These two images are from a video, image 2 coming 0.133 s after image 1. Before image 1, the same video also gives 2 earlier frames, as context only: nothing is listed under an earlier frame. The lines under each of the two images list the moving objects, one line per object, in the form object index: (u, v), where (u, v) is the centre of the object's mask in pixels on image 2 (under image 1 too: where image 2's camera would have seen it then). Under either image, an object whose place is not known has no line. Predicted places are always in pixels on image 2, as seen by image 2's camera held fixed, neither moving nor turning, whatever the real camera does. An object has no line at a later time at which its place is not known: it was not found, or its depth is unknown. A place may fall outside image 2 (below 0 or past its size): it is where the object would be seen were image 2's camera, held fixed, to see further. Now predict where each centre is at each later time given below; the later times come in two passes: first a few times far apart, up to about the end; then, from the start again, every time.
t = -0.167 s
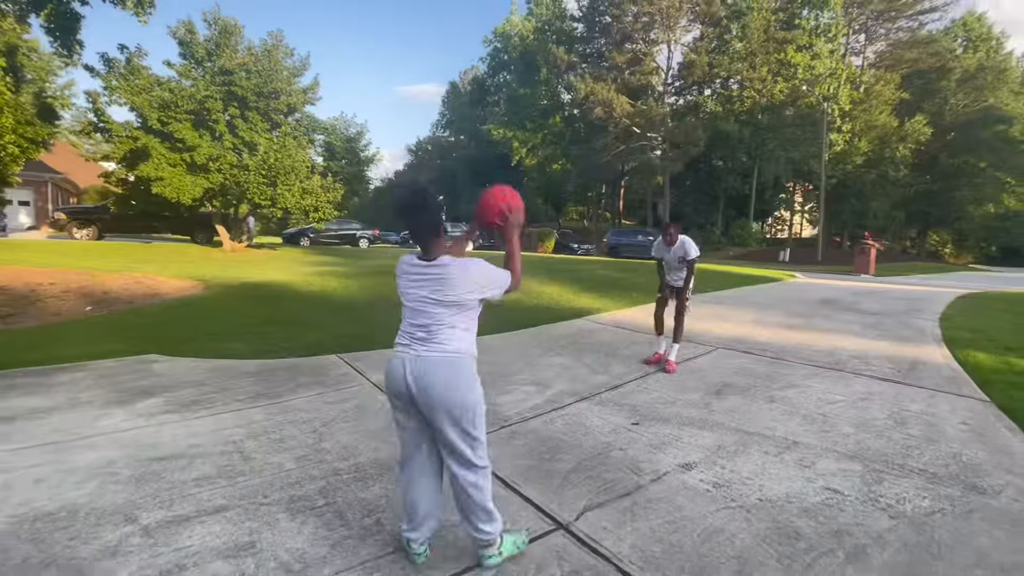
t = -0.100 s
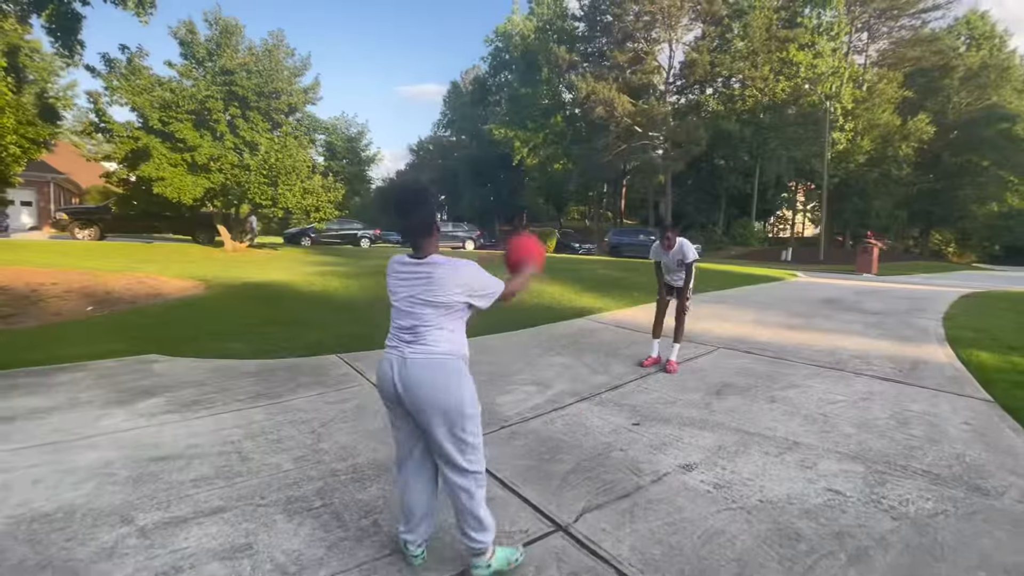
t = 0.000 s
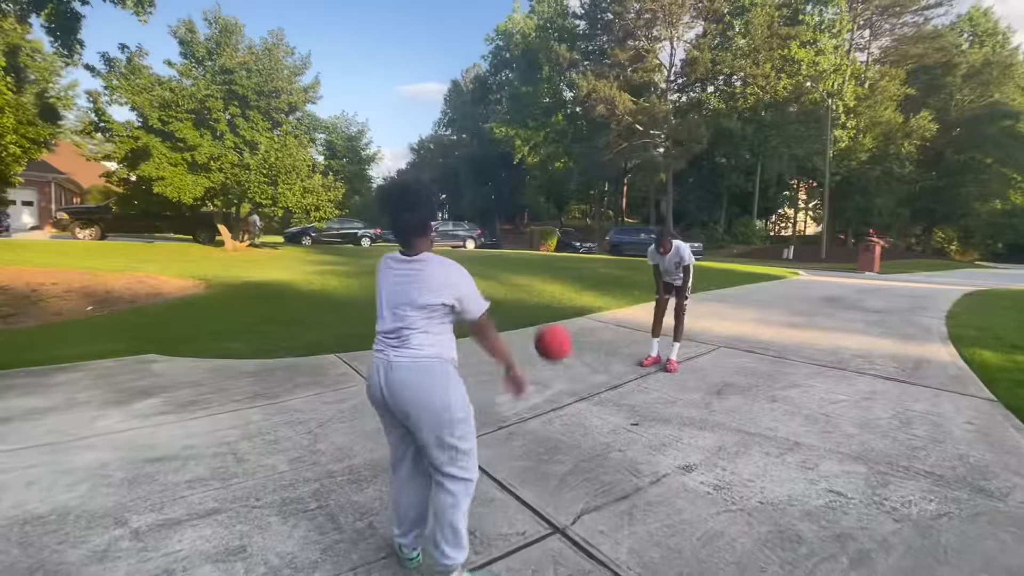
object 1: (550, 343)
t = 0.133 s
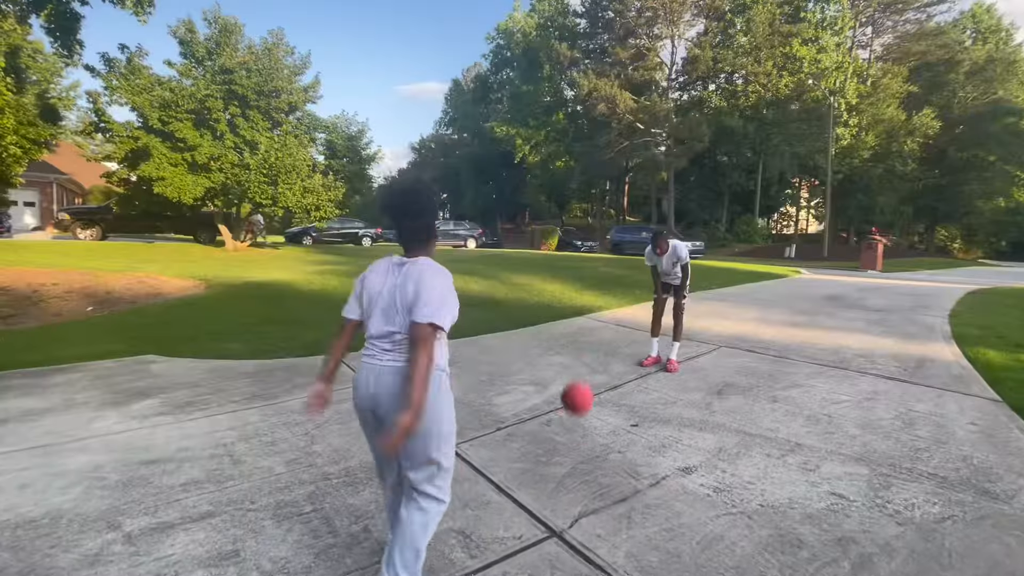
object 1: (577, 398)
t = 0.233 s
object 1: (586, 323)
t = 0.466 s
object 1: (598, 203)
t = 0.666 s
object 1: (607, 165)
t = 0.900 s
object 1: (614, 178)
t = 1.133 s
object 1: (620, 241)
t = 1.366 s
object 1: (625, 343)
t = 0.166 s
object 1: (581, 370)
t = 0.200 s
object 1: (583, 345)
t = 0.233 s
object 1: (586, 323)
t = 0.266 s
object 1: (587, 300)
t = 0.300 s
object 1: (590, 279)
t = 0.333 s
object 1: (592, 261)
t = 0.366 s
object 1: (593, 242)
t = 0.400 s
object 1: (595, 229)
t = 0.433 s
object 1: (597, 216)
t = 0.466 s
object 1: (598, 203)
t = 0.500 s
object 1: (600, 193)
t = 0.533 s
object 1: (601, 186)
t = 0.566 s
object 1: (603, 178)
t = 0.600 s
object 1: (605, 172)
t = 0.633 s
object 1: (606, 166)
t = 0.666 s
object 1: (607, 165)
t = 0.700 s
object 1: (608, 164)
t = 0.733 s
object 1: (608, 164)
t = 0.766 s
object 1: (610, 164)
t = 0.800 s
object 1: (610, 166)
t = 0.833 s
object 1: (612, 168)
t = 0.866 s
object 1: (614, 173)
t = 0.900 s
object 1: (614, 178)
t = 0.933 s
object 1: (614, 185)
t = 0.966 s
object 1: (616, 192)
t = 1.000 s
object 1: (616, 201)
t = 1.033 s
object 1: (617, 208)
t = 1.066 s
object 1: (619, 218)
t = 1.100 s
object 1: (620, 230)
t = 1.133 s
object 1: (620, 241)
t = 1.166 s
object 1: (622, 253)
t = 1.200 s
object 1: (620, 267)
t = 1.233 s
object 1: (622, 281)
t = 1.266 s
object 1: (622, 296)
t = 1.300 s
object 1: (623, 310)
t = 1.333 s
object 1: (624, 326)
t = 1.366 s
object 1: (625, 343)
